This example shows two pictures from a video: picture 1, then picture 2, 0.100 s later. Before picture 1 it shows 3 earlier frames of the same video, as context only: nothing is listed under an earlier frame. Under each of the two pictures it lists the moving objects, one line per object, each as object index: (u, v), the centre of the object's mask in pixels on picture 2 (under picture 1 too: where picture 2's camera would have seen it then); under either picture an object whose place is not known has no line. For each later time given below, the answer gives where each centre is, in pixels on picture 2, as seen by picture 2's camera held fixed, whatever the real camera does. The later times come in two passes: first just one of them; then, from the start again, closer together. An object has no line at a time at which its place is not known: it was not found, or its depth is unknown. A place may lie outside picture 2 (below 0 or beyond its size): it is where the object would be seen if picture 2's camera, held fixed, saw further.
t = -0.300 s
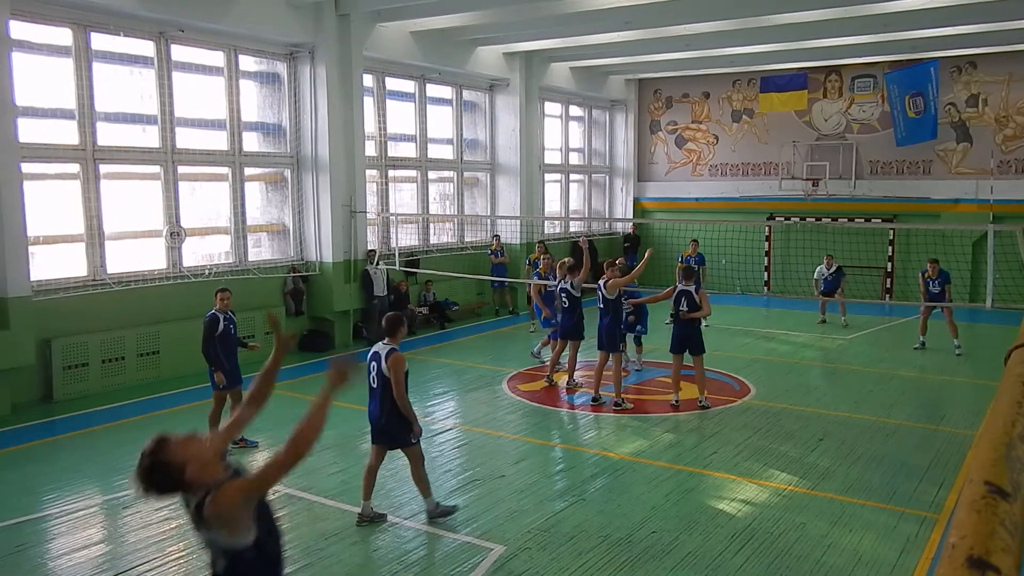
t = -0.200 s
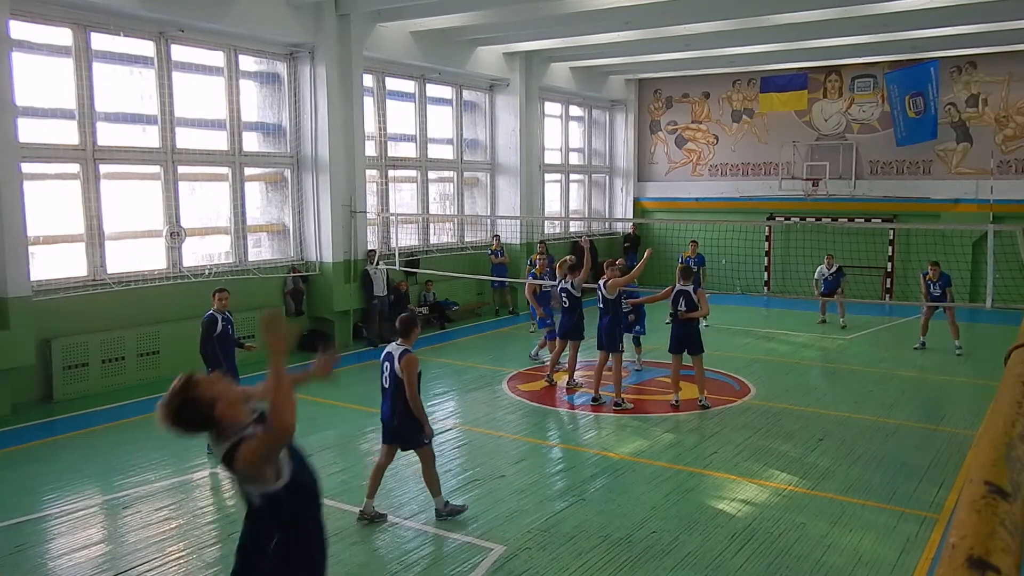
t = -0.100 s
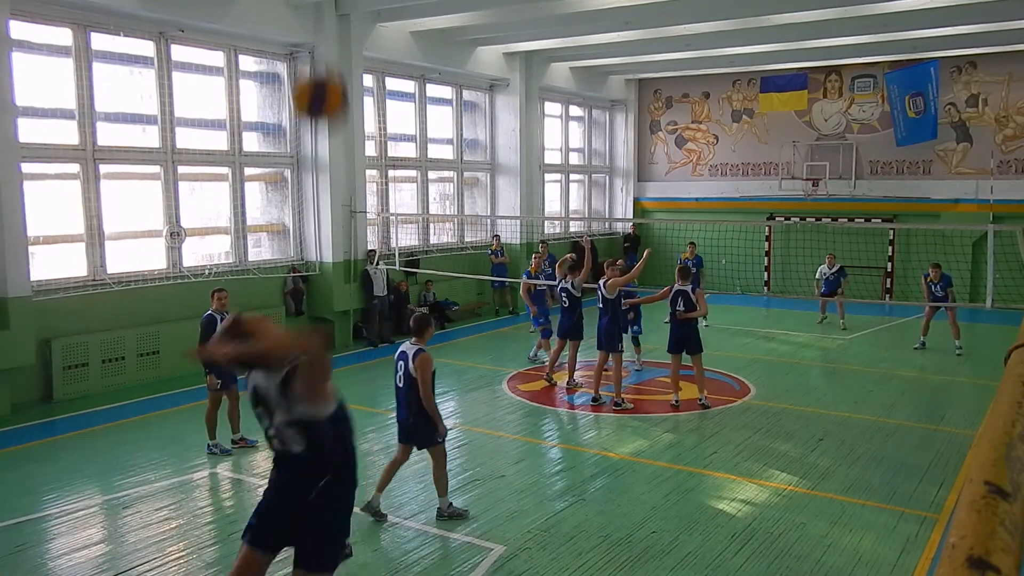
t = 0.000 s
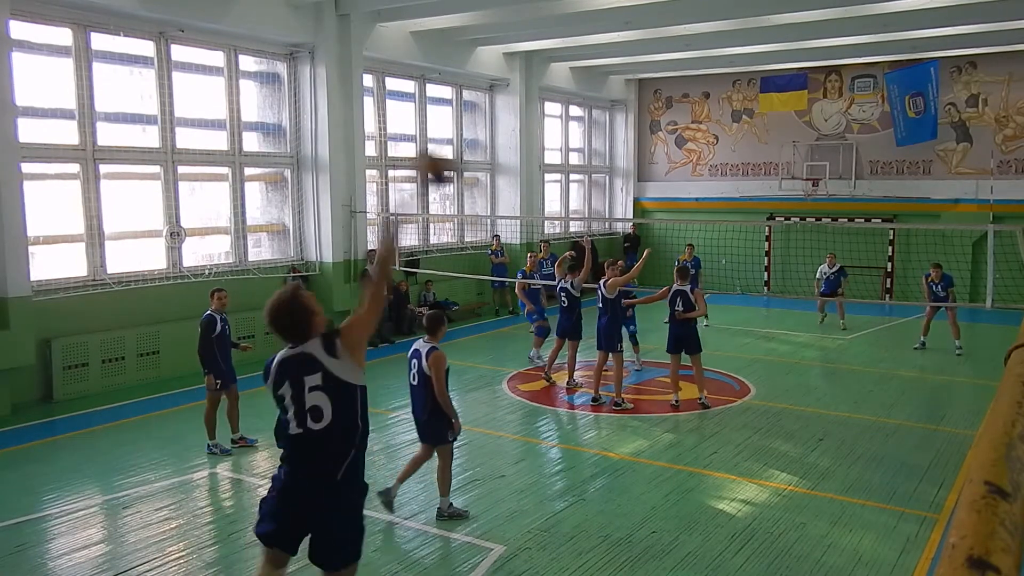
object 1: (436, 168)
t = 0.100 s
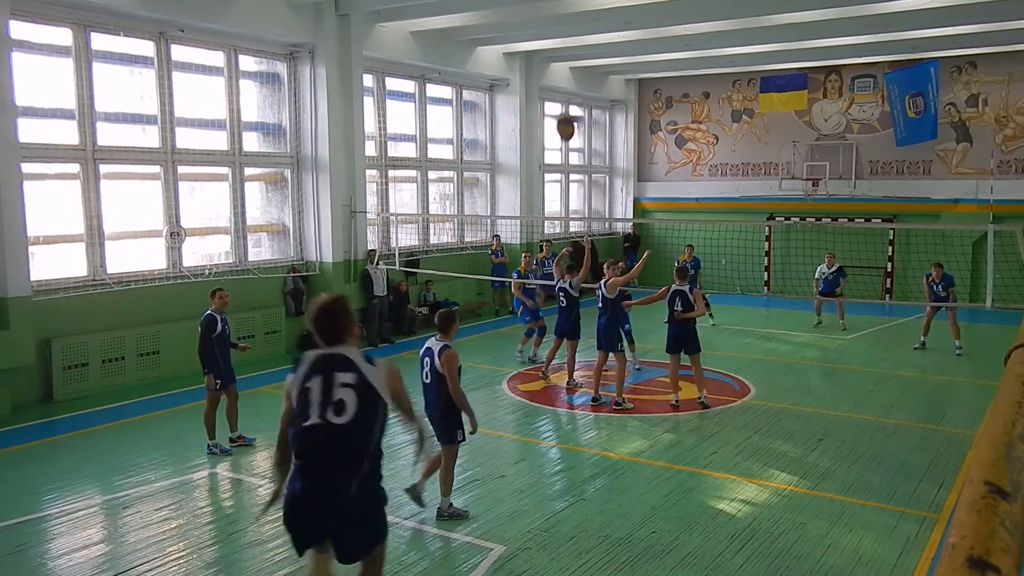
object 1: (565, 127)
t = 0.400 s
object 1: (675, 155)
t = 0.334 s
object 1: (663, 142)
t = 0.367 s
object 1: (670, 150)
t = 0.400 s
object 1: (675, 155)
